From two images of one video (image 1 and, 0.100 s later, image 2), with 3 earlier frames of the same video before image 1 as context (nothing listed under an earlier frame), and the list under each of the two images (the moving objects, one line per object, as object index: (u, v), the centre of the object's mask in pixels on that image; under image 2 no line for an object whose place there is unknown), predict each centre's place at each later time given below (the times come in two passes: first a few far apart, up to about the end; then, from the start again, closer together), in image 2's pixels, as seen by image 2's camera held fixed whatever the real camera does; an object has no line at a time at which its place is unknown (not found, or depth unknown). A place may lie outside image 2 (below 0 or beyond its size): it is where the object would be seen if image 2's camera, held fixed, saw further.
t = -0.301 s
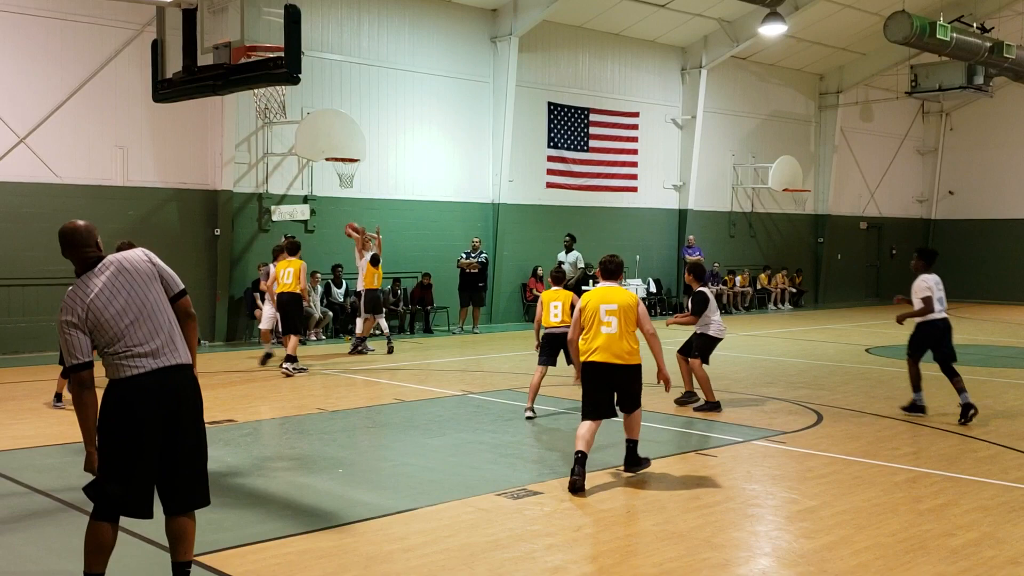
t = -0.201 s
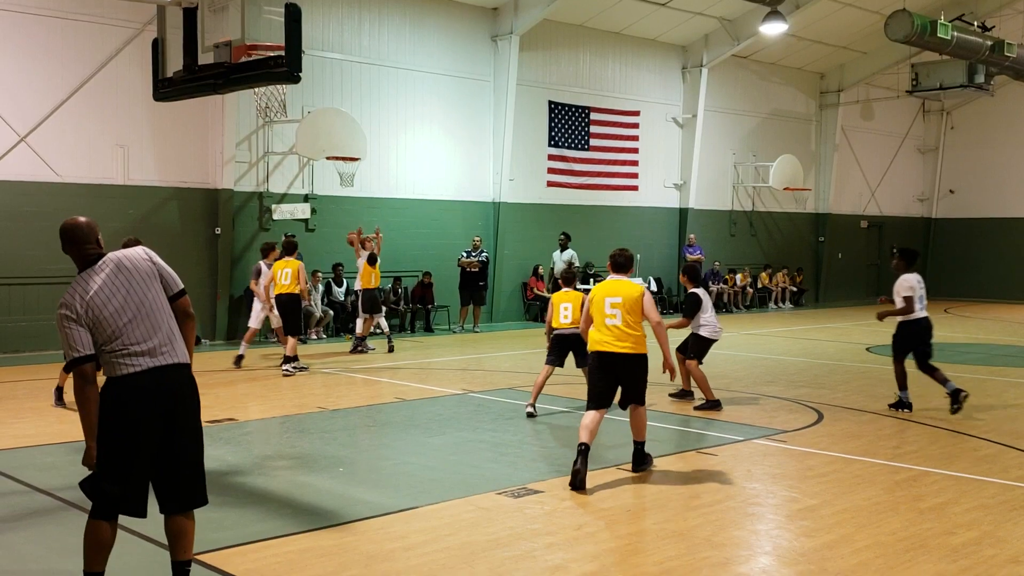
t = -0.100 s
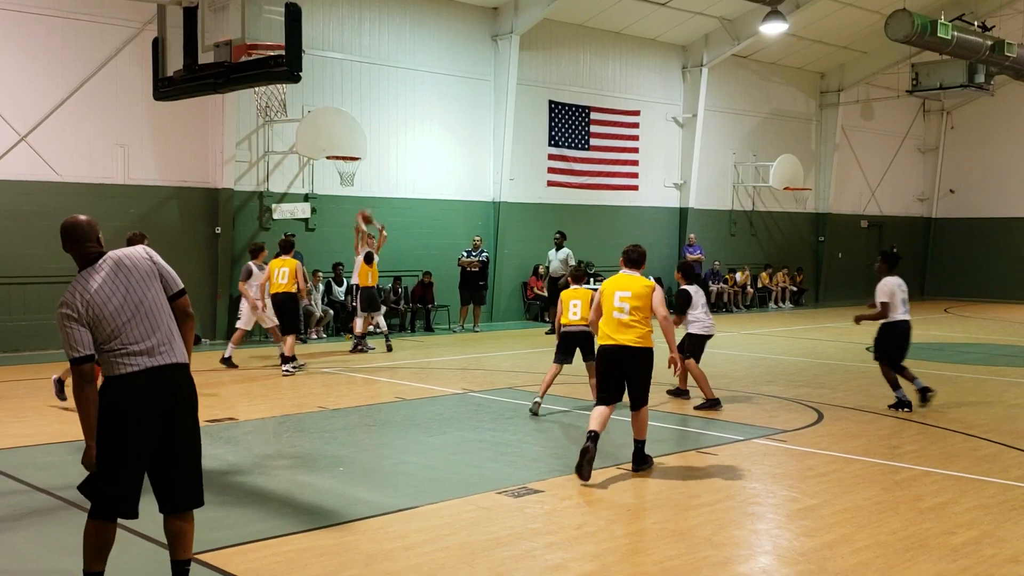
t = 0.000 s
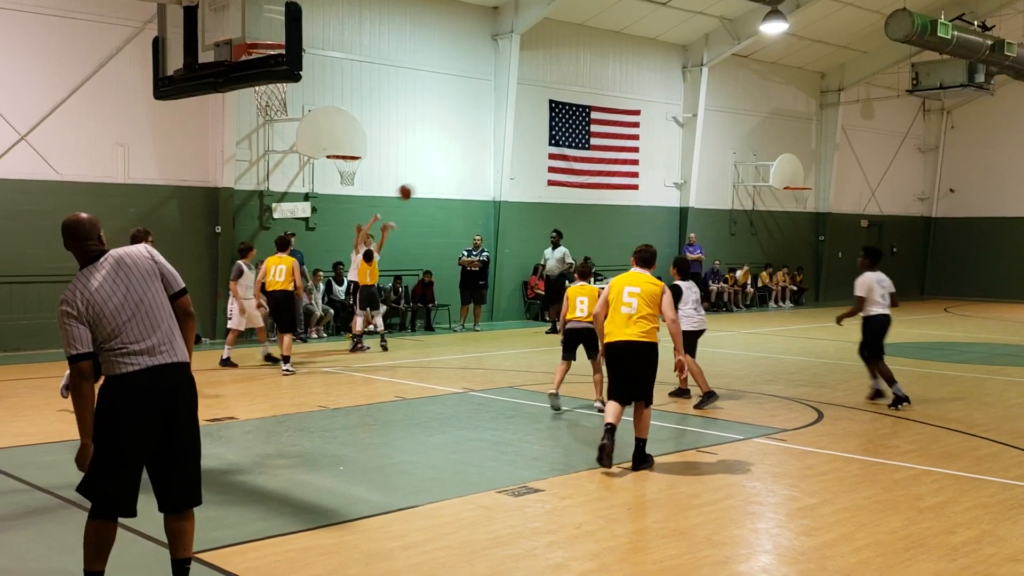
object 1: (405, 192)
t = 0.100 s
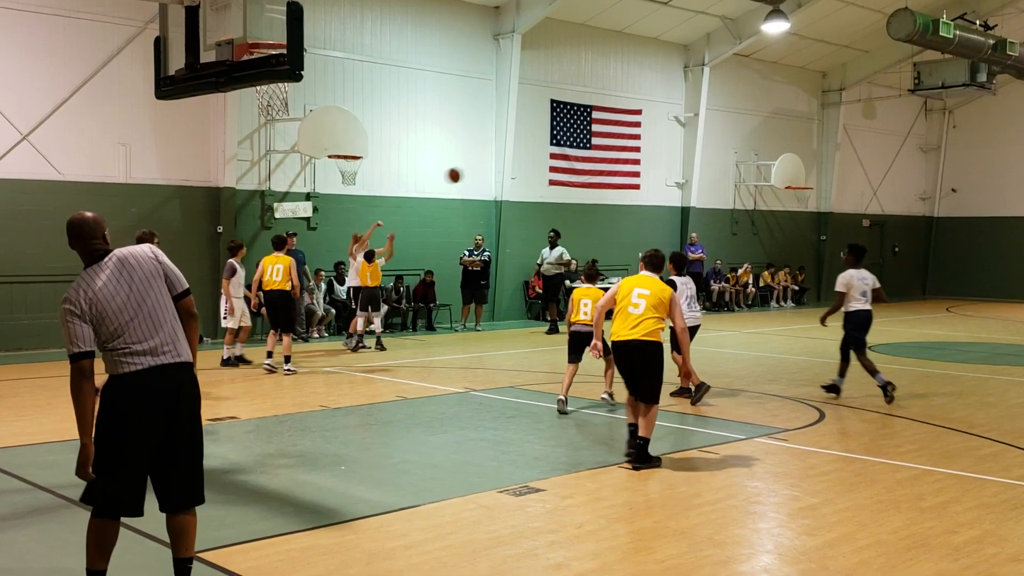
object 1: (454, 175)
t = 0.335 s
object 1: (572, 162)
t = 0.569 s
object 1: (703, 189)
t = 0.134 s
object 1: (470, 171)
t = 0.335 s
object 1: (572, 162)
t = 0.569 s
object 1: (703, 189)
